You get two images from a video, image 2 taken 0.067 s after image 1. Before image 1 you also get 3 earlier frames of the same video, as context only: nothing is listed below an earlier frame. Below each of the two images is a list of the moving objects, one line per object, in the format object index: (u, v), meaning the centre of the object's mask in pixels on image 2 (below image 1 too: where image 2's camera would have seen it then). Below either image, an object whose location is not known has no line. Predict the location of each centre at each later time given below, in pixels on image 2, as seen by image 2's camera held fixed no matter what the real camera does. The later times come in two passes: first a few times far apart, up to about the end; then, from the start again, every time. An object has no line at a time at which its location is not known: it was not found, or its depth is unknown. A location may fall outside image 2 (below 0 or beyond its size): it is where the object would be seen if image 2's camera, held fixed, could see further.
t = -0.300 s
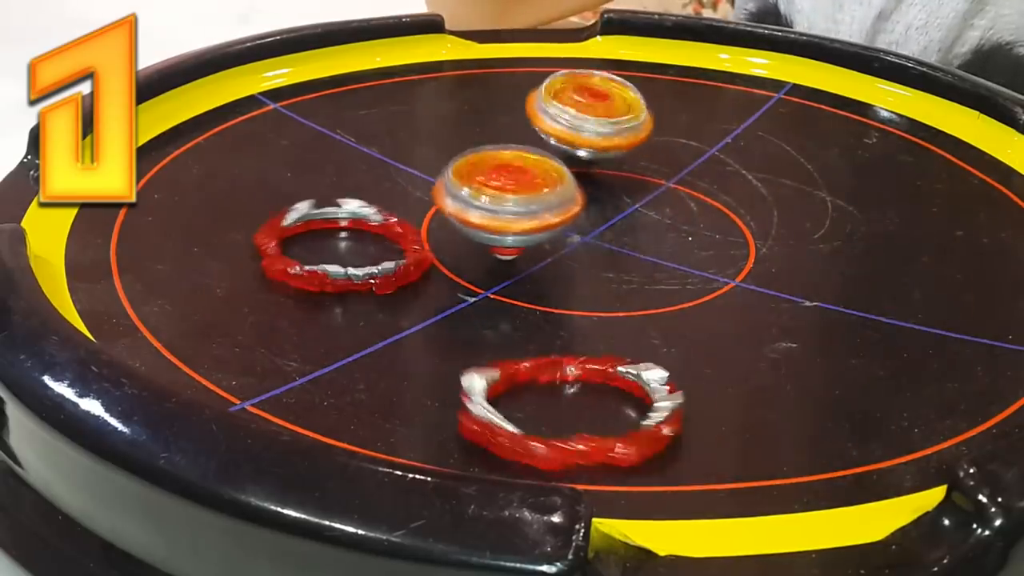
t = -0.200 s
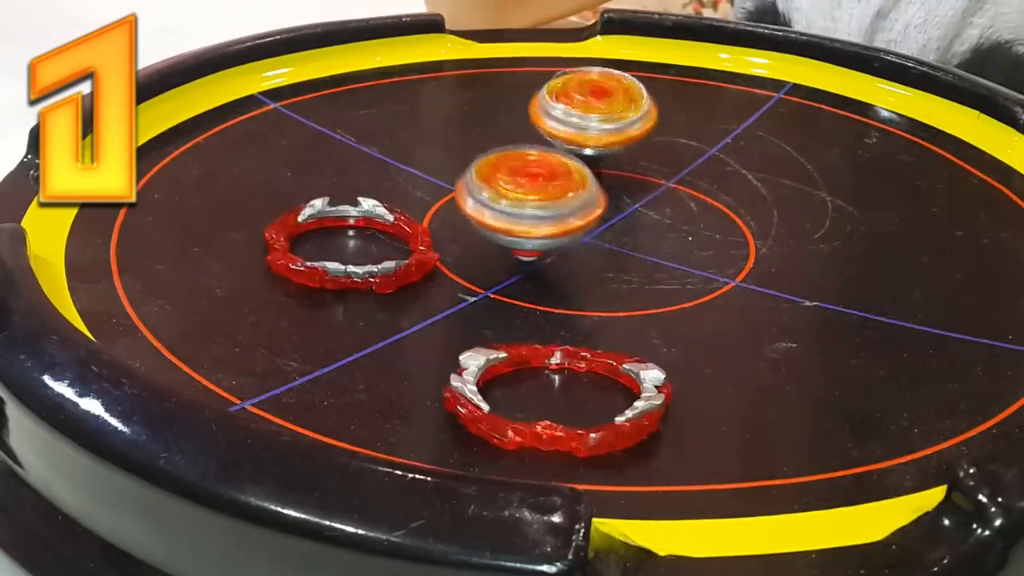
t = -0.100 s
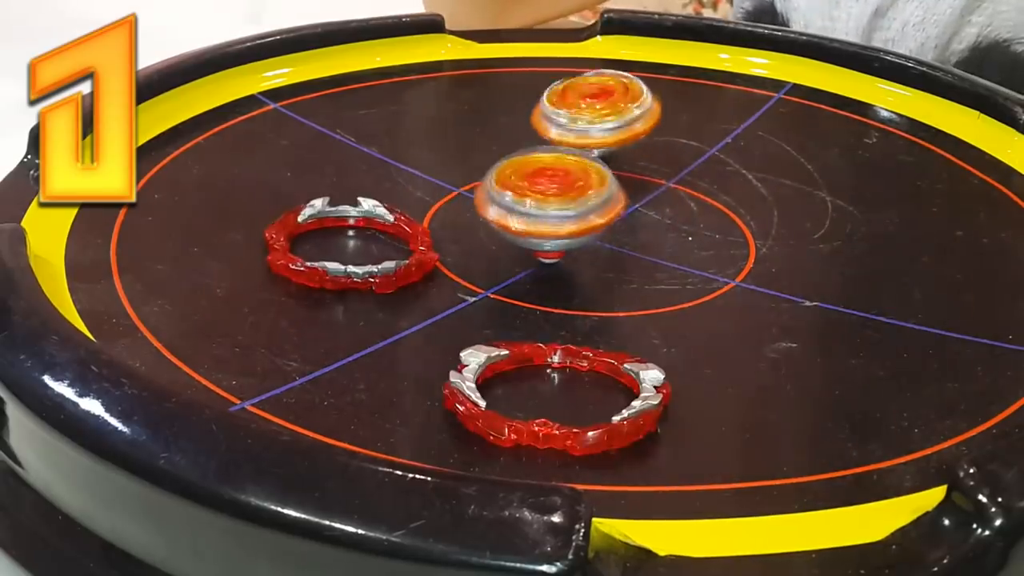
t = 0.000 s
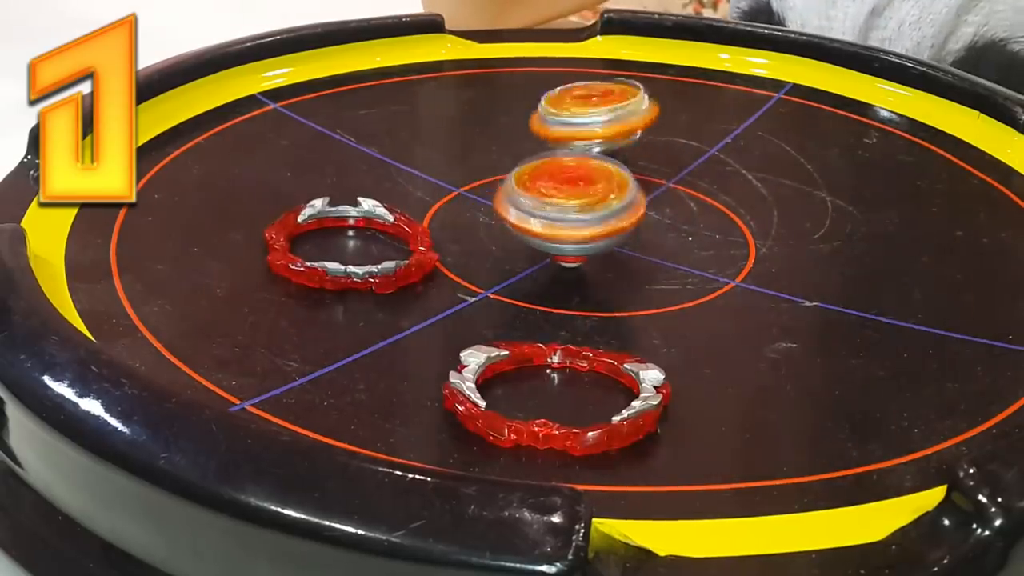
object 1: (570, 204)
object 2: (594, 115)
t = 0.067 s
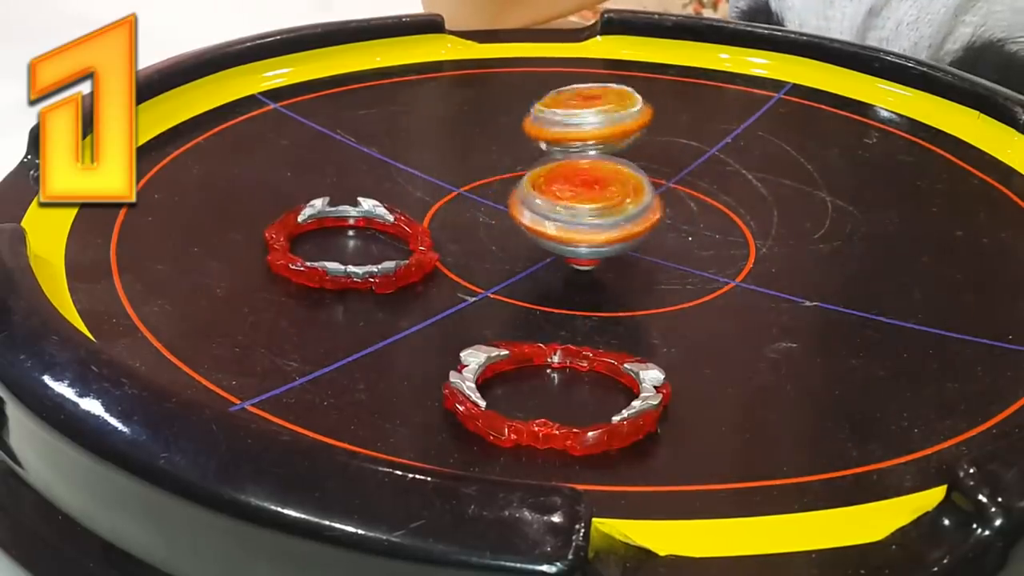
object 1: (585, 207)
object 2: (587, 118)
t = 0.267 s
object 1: (616, 215)
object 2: (555, 122)
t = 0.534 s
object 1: (637, 218)
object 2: (526, 114)
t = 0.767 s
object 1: (634, 209)
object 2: (531, 115)
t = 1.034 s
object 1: (629, 190)
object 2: (515, 132)
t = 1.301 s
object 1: (646, 171)
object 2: (487, 127)
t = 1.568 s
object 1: (667, 162)
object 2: (484, 134)
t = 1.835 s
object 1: (656, 162)
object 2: (466, 143)
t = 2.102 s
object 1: (615, 167)
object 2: (451, 142)
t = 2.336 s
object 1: (591, 163)
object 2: (450, 145)
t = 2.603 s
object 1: (588, 168)
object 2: (451, 145)
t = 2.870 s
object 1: (588, 179)
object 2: (453, 148)
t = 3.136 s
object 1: (580, 200)
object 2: (442, 154)
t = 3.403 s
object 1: (543, 211)
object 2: (452, 161)
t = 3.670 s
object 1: (510, 217)
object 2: (465, 148)
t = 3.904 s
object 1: (513, 208)
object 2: (457, 136)
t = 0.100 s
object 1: (590, 208)
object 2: (582, 120)
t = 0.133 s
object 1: (597, 209)
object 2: (576, 122)
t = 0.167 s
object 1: (602, 211)
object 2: (571, 123)
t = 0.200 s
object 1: (608, 212)
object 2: (565, 123)
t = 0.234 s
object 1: (612, 213)
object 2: (560, 123)
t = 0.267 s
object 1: (616, 215)
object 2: (555, 122)
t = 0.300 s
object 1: (621, 216)
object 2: (548, 121)
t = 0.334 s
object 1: (624, 217)
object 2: (542, 121)
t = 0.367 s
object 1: (627, 218)
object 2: (538, 119)
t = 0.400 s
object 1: (630, 218)
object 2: (535, 118)
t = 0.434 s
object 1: (633, 219)
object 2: (534, 118)
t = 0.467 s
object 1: (634, 219)
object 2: (532, 117)
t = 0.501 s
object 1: (637, 219)
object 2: (528, 116)
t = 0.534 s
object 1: (637, 218)
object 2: (526, 114)
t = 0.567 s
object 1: (638, 218)
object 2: (527, 112)
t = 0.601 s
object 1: (637, 216)
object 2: (531, 112)
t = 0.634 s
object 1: (638, 216)
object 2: (537, 113)
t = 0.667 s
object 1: (637, 214)
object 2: (538, 114)
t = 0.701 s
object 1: (636, 213)
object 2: (536, 116)
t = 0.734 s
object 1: (635, 211)
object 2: (532, 116)
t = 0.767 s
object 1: (634, 209)
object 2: (531, 115)
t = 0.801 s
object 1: (632, 207)
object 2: (533, 115)
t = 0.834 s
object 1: (631, 205)
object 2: (535, 120)
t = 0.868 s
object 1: (630, 202)
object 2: (534, 122)
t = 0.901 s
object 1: (629, 200)
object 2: (531, 123)
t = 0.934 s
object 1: (629, 197)
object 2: (523, 126)
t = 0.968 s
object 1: (629, 195)
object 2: (519, 129)
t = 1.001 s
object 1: (630, 192)
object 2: (517, 132)
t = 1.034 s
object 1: (629, 190)
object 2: (515, 132)
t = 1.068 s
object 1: (630, 187)
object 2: (513, 129)
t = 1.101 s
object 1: (632, 185)
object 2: (507, 129)
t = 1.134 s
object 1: (635, 183)
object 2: (500, 128)
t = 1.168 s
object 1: (635, 180)
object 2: (493, 128)
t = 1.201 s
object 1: (638, 178)
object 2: (489, 127)
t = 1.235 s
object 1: (640, 175)
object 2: (488, 127)
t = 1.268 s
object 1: (643, 173)
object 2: (488, 127)
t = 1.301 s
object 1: (646, 171)
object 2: (487, 127)
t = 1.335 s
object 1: (648, 170)
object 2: (484, 128)
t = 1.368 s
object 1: (652, 169)
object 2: (481, 126)
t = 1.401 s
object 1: (655, 167)
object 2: (478, 125)
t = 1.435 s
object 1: (658, 166)
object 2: (482, 127)
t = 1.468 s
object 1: (661, 165)
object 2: (486, 128)
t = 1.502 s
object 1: (664, 164)
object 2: (489, 128)
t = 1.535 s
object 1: (665, 163)
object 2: (486, 132)
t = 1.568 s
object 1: (667, 162)
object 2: (484, 134)
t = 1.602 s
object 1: (667, 161)
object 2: (480, 135)
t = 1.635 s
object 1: (667, 161)
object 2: (481, 140)
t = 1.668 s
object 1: (667, 161)
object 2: (483, 140)
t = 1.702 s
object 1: (665, 162)
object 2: (484, 141)
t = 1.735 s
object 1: (663, 161)
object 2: (483, 139)
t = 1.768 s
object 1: (660, 162)
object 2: (479, 139)
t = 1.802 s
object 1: (659, 162)
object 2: (472, 142)
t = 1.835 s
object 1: (656, 162)
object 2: (466, 143)
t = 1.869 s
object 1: (652, 163)
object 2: (463, 147)
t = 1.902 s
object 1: (647, 164)
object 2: (462, 147)
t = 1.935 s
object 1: (643, 164)
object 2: (463, 143)
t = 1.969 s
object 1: (637, 165)
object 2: (463, 143)
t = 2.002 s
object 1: (632, 166)
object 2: (460, 143)
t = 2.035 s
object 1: (626, 166)
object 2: (454, 143)
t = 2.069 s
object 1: (620, 166)
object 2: (451, 143)
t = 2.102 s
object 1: (615, 167)
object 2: (451, 142)
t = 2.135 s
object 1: (610, 166)
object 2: (453, 143)
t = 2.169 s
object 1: (604, 166)
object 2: (458, 144)
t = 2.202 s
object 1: (599, 165)
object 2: (460, 142)
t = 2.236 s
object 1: (599, 165)
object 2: (457, 145)
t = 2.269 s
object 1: (596, 164)
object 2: (453, 146)
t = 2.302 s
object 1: (594, 164)
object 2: (448, 146)
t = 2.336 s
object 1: (591, 163)
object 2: (450, 145)
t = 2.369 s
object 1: (591, 164)
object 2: (452, 149)
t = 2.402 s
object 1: (592, 164)
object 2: (448, 149)
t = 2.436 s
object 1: (591, 165)
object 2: (446, 143)
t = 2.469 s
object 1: (591, 165)
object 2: (447, 141)
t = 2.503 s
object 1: (590, 166)
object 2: (451, 141)
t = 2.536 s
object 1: (590, 166)
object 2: (452, 143)
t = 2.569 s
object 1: (588, 167)
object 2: (451, 144)
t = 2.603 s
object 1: (588, 168)
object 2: (451, 145)
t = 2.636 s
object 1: (586, 170)
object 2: (450, 145)
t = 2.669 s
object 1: (585, 171)
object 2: (452, 143)
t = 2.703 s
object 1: (584, 172)
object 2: (454, 145)
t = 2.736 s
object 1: (583, 174)
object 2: (457, 145)
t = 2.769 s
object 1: (586, 175)
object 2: (455, 147)
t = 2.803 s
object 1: (585, 176)
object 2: (454, 148)
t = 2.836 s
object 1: (586, 178)
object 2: (453, 153)
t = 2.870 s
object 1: (588, 179)
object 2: (453, 148)
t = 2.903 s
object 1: (587, 180)
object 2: (453, 147)
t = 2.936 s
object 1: (582, 181)
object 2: (454, 147)
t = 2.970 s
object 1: (582, 186)
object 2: (450, 150)
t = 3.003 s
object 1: (582, 189)
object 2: (448, 150)
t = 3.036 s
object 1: (583, 192)
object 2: (446, 152)
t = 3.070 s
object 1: (585, 194)
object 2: (444, 152)
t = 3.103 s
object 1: (583, 197)
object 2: (442, 153)
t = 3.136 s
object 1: (580, 200)
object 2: (442, 154)
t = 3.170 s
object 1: (577, 202)
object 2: (443, 158)
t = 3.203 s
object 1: (572, 204)
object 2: (444, 153)
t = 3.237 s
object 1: (569, 206)
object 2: (446, 152)
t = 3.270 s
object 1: (563, 206)
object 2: (447, 152)
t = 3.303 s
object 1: (557, 207)
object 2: (451, 153)
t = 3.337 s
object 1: (551, 206)
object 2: (449, 158)
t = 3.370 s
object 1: (546, 208)
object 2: (449, 162)
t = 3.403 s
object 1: (543, 211)
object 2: (452, 161)
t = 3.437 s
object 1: (538, 216)
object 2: (456, 160)
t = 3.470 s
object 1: (532, 219)
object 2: (460, 158)
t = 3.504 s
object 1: (531, 220)
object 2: (463, 156)
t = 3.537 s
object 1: (528, 220)
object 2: (465, 158)
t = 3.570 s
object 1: (523, 220)
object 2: (465, 157)
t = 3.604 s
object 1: (517, 220)
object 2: (465, 155)
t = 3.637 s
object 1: (512, 219)
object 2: (467, 152)
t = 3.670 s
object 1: (510, 217)
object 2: (465, 148)
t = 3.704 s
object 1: (507, 215)
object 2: (463, 147)
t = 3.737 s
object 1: (504, 213)
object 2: (465, 146)
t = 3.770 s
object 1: (507, 213)
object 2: (461, 143)
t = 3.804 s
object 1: (505, 212)
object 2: (462, 139)
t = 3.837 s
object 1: (505, 210)
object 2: (463, 136)
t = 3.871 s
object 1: (506, 209)
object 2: (460, 138)
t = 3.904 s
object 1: (513, 208)
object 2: (457, 136)
